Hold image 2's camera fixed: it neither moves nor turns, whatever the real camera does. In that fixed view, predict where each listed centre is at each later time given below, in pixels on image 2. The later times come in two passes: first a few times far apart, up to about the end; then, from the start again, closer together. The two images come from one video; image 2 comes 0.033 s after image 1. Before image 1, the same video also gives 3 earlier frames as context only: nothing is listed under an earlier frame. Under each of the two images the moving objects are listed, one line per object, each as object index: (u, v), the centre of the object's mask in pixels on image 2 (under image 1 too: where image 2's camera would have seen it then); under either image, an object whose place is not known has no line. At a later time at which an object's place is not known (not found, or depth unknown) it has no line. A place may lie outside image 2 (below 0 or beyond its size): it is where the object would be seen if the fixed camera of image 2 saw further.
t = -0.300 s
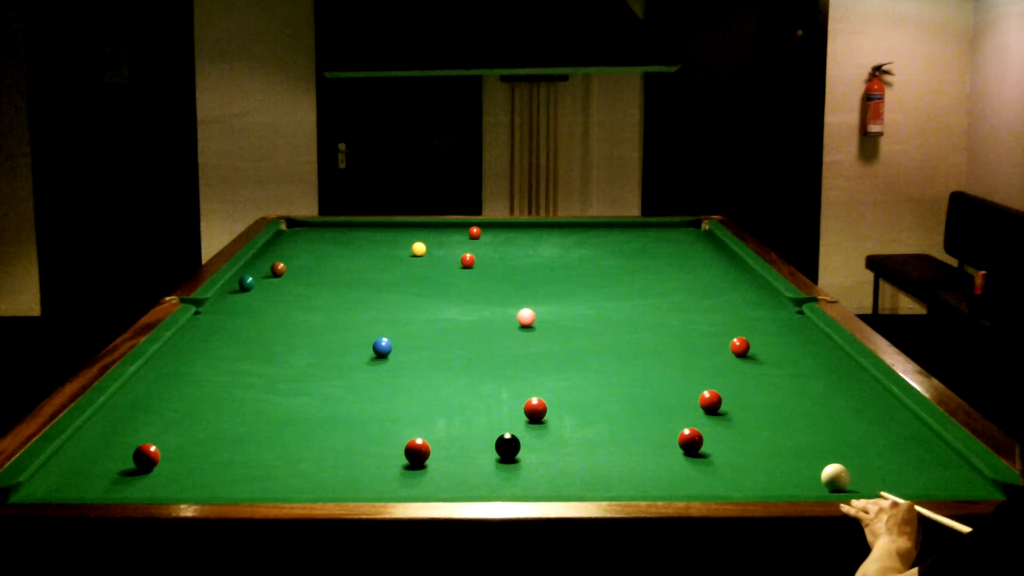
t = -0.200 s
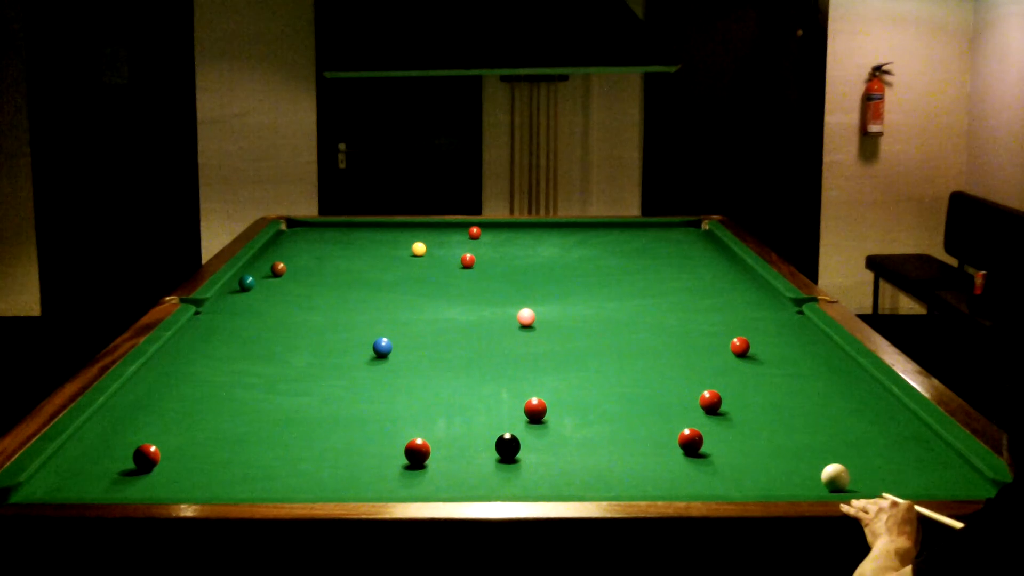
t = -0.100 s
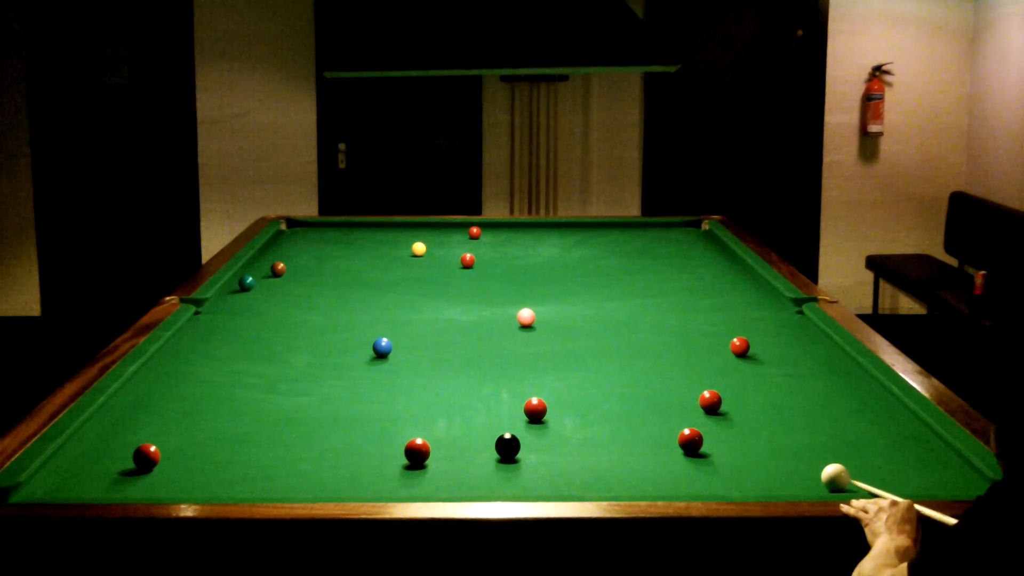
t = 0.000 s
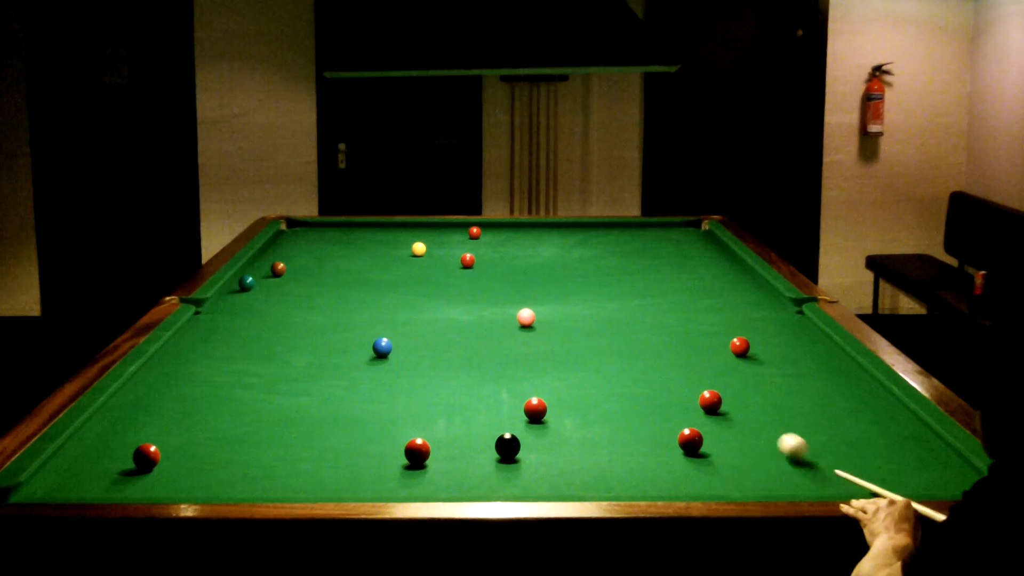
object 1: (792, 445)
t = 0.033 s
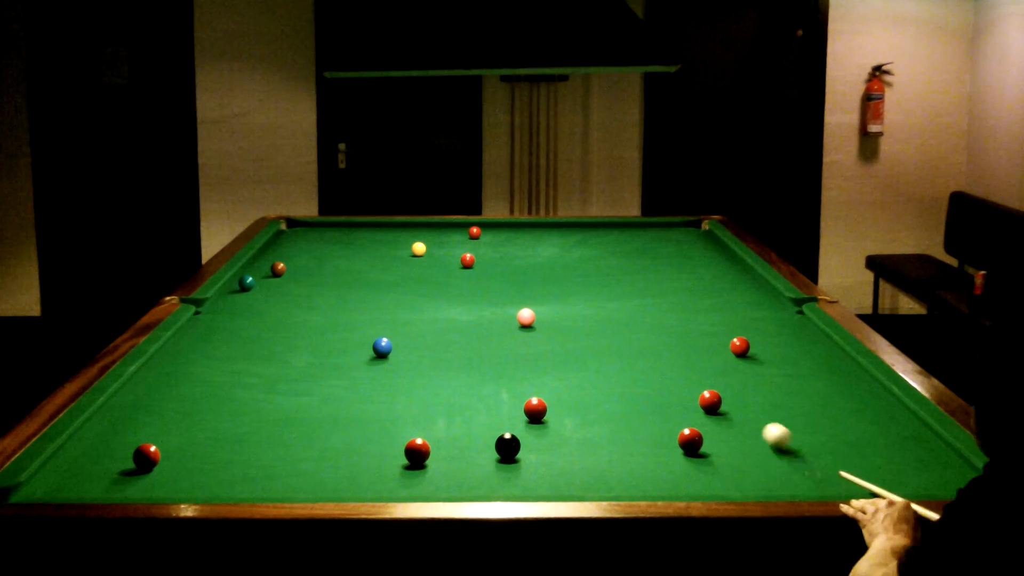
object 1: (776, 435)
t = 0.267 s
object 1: (755, 389)
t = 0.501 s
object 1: (780, 361)
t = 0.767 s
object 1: (804, 334)
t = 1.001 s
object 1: (785, 316)
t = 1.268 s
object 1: (750, 300)
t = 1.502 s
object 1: (722, 287)
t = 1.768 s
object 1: (695, 275)
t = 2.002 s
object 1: (673, 265)
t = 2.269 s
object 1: (651, 255)
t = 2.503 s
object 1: (634, 247)
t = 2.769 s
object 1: (617, 239)
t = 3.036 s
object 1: (601, 232)
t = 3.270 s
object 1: (589, 226)
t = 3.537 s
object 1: (579, 224)
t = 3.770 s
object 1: (574, 228)
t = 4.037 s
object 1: (569, 232)
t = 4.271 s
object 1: (565, 235)
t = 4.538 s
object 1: (561, 239)
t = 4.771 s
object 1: (557, 242)
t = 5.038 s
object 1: (553, 246)
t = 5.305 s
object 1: (549, 249)
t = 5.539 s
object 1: (546, 252)
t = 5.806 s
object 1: (543, 255)
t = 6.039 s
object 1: (541, 257)
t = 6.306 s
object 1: (539, 260)
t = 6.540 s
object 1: (537, 262)
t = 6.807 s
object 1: (535, 264)
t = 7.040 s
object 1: (534, 266)
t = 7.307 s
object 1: (534, 267)
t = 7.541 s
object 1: (534, 268)
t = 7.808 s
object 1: (534, 269)
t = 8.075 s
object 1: (534, 270)
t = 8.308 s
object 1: (534, 270)
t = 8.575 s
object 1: (533, 271)
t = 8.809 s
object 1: (533, 271)
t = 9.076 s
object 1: (533, 271)
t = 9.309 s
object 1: (533, 271)
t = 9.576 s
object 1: (533, 271)
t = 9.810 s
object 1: (533, 271)
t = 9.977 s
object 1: (533, 271)
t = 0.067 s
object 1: (762, 425)
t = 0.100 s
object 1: (749, 416)
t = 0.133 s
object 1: (737, 408)
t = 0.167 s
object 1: (735, 401)
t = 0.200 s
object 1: (742, 397)
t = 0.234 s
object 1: (749, 393)
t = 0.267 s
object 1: (755, 389)
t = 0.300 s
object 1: (759, 385)
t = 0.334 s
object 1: (763, 381)
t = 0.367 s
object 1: (766, 377)
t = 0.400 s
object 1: (770, 373)
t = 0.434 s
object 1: (774, 368)
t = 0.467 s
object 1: (777, 365)
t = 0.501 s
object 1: (780, 361)
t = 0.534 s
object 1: (784, 358)
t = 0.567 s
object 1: (787, 354)
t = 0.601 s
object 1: (790, 350)
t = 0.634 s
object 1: (792, 347)
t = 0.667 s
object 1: (796, 344)
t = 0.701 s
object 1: (798, 340)
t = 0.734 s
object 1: (801, 337)
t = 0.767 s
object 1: (804, 334)
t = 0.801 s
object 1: (806, 331)
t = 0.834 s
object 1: (809, 328)
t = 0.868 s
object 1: (808, 325)
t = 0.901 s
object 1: (801, 323)
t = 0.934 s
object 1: (795, 321)
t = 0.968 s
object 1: (790, 318)
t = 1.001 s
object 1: (785, 316)
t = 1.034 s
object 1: (781, 314)
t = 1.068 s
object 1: (776, 312)
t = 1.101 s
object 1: (771, 310)
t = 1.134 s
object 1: (767, 308)
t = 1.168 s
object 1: (763, 306)
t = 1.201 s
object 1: (758, 304)
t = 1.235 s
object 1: (754, 302)
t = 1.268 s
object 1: (750, 300)
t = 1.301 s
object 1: (746, 298)
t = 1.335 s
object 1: (741, 296)
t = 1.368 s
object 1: (737, 294)
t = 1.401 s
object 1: (733, 293)
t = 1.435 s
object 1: (730, 291)
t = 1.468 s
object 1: (726, 289)
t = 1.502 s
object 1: (722, 287)
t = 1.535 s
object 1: (719, 286)
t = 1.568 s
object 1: (715, 284)
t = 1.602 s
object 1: (711, 283)
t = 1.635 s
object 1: (708, 281)
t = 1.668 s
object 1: (704, 279)
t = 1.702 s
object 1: (701, 278)
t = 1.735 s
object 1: (698, 277)
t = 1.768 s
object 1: (695, 275)
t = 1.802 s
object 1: (691, 274)
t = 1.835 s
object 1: (688, 272)
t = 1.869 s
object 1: (685, 271)
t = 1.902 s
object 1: (682, 269)
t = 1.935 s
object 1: (679, 268)
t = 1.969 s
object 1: (676, 266)
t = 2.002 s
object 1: (673, 265)
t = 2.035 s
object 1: (670, 264)
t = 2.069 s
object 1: (667, 263)
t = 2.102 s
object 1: (665, 261)
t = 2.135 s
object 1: (662, 260)
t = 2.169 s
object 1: (659, 259)
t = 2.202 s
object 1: (656, 258)
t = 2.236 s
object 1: (654, 256)
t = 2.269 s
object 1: (651, 255)
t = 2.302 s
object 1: (649, 254)
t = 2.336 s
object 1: (646, 253)
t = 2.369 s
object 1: (644, 252)
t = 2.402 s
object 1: (641, 251)
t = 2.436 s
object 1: (639, 250)
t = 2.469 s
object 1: (636, 249)
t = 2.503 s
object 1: (634, 247)
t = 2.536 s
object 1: (632, 246)
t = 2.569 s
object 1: (629, 245)
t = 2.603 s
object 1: (627, 244)
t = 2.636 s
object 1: (625, 243)
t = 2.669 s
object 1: (623, 242)
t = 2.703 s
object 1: (621, 241)
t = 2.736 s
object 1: (618, 240)
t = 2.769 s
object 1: (617, 239)
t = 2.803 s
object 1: (615, 238)
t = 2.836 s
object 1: (612, 237)
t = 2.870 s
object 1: (610, 237)
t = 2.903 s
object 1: (608, 236)
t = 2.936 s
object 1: (607, 235)
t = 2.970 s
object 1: (605, 234)
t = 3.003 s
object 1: (603, 233)
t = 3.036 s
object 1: (601, 232)
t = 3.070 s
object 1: (599, 231)
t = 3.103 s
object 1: (597, 231)
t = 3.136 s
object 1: (596, 230)
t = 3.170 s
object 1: (594, 229)
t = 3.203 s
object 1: (592, 228)
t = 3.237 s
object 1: (590, 227)
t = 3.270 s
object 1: (589, 226)
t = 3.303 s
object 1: (587, 226)
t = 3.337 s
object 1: (585, 225)
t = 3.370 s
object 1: (584, 224)
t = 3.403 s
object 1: (582, 223)
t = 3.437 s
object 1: (581, 223)
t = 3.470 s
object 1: (580, 223)
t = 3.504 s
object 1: (579, 224)
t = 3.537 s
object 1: (579, 224)
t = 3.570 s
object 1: (578, 225)
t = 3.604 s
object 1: (577, 225)
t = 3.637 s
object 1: (577, 226)
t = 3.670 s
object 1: (576, 226)
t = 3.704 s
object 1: (576, 227)
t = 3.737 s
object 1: (575, 227)
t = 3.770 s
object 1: (574, 228)
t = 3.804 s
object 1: (574, 228)
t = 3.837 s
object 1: (573, 229)
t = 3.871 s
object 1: (572, 229)
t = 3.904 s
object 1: (572, 230)
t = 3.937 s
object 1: (571, 230)
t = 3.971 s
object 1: (570, 231)
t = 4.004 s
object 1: (570, 231)
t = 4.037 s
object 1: (569, 232)
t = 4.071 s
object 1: (569, 232)
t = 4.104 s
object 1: (568, 233)
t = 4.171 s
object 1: (567, 234)
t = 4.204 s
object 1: (566, 234)
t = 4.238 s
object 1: (566, 235)
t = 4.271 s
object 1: (565, 235)
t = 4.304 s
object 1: (564, 235)
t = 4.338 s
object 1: (564, 236)
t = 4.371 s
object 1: (563, 236)
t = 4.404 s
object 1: (563, 237)
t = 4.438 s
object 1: (562, 237)
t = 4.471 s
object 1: (562, 238)
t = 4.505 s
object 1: (561, 238)
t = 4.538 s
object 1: (561, 239)
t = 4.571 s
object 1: (560, 239)
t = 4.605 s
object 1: (560, 240)
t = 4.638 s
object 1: (559, 240)
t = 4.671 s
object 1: (559, 241)
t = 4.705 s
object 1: (558, 241)
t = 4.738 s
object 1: (558, 242)
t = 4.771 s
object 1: (557, 242)
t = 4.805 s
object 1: (557, 242)
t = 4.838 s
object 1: (556, 243)
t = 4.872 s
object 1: (556, 243)
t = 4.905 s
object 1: (555, 244)
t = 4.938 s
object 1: (555, 244)
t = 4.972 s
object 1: (554, 245)
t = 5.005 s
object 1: (554, 245)
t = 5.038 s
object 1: (553, 246)
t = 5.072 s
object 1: (553, 246)
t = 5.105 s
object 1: (552, 246)
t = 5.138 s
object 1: (552, 247)
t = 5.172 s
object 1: (551, 247)
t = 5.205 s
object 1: (551, 248)
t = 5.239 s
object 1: (550, 248)
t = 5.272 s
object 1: (550, 249)
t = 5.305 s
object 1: (549, 249)
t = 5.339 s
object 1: (549, 249)
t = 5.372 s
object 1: (549, 250)
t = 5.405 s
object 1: (548, 250)
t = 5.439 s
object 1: (548, 251)
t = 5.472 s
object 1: (547, 251)
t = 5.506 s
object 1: (547, 251)
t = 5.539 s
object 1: (546, 252)
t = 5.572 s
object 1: (546, 252)
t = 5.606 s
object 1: (545, 253)
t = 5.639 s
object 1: (545, 253)
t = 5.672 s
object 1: (545, 253)
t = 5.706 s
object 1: (544, 254)
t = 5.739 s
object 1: (544, 254)
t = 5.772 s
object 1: (544, 254)
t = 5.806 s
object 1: (543, 255)
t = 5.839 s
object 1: (543, 255)
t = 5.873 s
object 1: (543, 256)
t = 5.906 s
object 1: (542, 256)
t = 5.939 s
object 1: (542, 256)
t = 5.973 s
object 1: (542, 257)
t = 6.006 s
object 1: (541, 257)
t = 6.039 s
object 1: (541, 257)
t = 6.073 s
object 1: (541, 258)
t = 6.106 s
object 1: (540, 258)
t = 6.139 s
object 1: (540, 258)
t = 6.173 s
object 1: (540, 259)
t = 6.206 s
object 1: (540, 259)
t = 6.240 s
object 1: (539, 259)
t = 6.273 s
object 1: (539, 260)
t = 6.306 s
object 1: (539, 260)
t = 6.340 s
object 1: (538, 260)
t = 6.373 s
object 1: (538, 260)
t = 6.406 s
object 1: (538, 261)
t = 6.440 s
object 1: (538, 261)
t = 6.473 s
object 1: (538, 261)
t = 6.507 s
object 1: (537, 262)
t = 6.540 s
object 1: (537, 262)
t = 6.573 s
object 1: (537, 262)
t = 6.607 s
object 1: (537, 263)
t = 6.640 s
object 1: (536, 263)
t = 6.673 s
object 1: (536, 263)
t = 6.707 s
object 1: (536, 263)
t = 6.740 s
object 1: (536, 264)
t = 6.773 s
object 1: (536, 264)
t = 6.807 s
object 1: (535, 264)
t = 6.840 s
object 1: (535, 264)
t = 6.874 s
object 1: (535, 265)
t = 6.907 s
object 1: (535, 265)
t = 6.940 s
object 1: (535, 265)
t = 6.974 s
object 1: (535, 265)
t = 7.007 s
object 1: (534, 266)
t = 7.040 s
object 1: (534, 266)
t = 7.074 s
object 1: (534, 266)
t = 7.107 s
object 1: (534, 266)
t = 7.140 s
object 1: (534, 266)
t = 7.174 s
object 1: (534, 267)
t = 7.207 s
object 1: (534, 267)
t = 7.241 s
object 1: (534, 267)
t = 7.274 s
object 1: (534, 267)
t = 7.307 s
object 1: (534, 267)
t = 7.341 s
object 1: (534, 268)
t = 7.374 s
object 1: (534, 268)
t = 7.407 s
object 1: (534, 268)
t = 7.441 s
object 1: (534, 268)
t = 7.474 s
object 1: (534, 268)
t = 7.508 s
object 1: (534, 268)
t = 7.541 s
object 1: (534, 268)
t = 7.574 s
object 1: (534, 269)
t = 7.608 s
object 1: (534, 269)
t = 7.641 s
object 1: (534, 269)
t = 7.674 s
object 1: (534, 269)
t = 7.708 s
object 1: (534, 269)
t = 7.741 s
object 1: (534, 269)
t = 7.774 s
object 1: (534, 269)
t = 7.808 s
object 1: (534, 269)
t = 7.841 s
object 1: (534, 270)
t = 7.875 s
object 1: (534, 270)
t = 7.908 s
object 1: (534, 270)
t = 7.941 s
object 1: (534, 270)
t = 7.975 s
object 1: (534, 270)
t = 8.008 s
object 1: (534, 270)
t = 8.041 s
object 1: (534, 270)
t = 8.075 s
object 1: (534, 270)
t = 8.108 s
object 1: (534, 270)
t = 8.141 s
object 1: (534, 270)
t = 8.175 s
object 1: (534, 270)
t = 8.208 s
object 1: (534, 270)
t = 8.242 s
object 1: (534, 270)
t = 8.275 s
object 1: (534, 270)
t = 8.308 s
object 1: (534, 270)
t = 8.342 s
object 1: (534, 271)
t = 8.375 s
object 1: (534, 271)
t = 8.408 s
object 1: (534, 271)
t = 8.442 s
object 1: (534, 271)
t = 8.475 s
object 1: (534, 271)
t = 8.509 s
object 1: (533, 271)
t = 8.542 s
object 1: (533, 271)
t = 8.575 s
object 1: (533, 271)
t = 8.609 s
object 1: (533, 271)
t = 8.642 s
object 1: (533, 271)
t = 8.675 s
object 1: (533, 271)
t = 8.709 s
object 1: (533, 271)
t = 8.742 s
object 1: (533, 271)
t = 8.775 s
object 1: (533, 271)
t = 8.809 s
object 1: (533, 271)
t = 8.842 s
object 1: (533, 271)
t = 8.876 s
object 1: (533, 271)
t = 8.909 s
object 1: (533, 271)
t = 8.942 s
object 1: (533, 271)
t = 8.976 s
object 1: (533, 271)
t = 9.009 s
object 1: (533, 271)
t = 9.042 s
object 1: (533, 271)
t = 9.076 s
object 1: (533, 271)
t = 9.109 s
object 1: (533, 271)
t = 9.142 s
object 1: (533, 271)
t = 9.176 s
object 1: (533, 271)
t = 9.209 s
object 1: (533, 271)
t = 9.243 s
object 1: (533, 271)
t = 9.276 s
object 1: (533, 271)
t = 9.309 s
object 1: (533, 271)
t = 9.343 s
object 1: (533, 271)
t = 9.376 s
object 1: (533, 271)
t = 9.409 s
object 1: (533, 271)
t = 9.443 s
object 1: (533, 271)
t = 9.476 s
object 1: (533, 271)
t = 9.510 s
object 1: (533, 271)
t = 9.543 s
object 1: (533, 271)
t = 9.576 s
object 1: (533, 271)
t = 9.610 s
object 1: (533, 271)
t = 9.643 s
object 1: (533, 271)
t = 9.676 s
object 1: (533, 271)
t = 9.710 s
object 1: (533, 271)
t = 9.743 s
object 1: (533, 271)
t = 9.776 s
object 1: (533, 271)
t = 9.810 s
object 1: (533, 271)
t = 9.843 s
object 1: (533, 271)
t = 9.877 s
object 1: (533, 271)
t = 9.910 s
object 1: (533, 271)
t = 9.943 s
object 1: (533, 271)
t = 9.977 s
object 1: (533, 271)
